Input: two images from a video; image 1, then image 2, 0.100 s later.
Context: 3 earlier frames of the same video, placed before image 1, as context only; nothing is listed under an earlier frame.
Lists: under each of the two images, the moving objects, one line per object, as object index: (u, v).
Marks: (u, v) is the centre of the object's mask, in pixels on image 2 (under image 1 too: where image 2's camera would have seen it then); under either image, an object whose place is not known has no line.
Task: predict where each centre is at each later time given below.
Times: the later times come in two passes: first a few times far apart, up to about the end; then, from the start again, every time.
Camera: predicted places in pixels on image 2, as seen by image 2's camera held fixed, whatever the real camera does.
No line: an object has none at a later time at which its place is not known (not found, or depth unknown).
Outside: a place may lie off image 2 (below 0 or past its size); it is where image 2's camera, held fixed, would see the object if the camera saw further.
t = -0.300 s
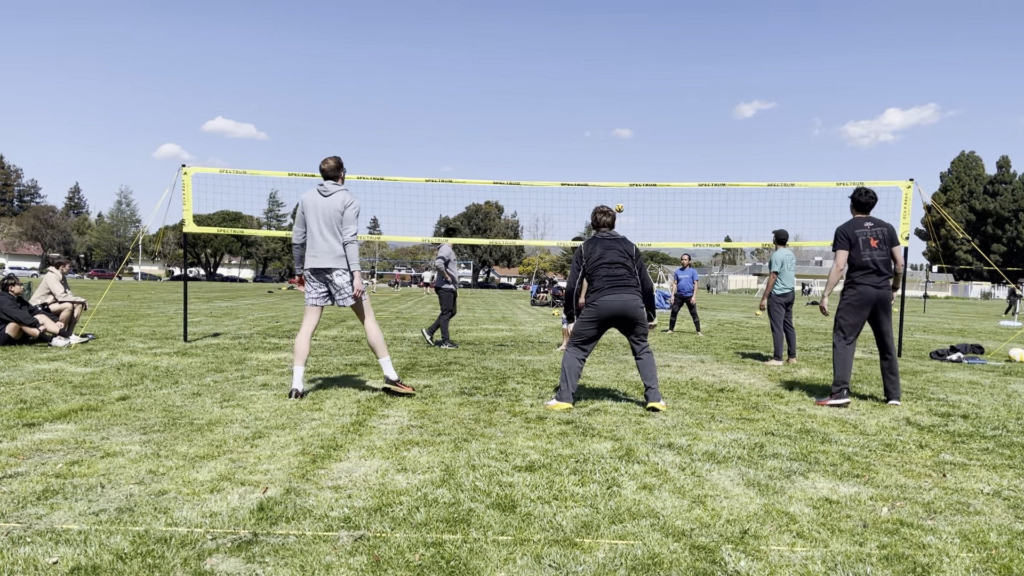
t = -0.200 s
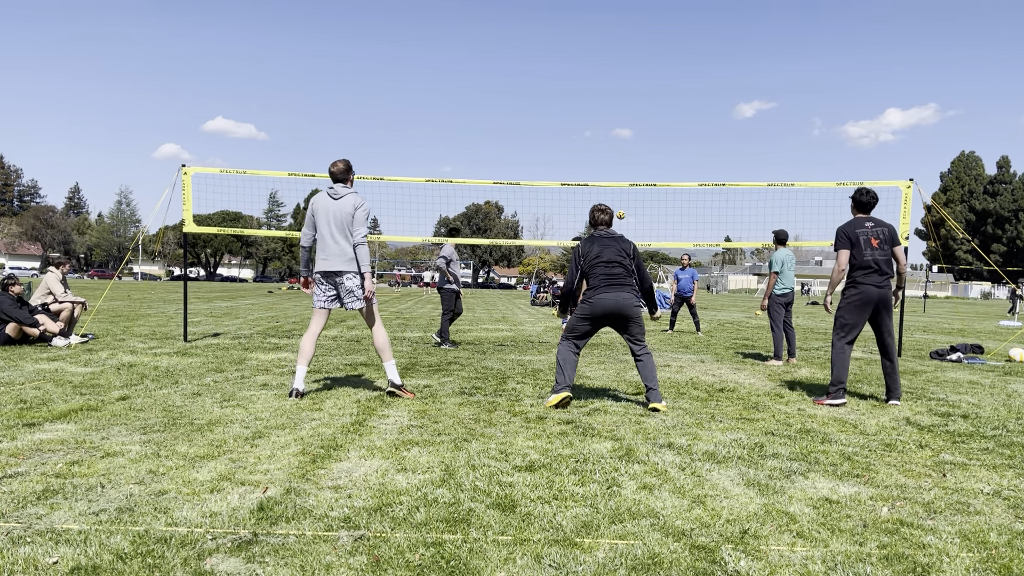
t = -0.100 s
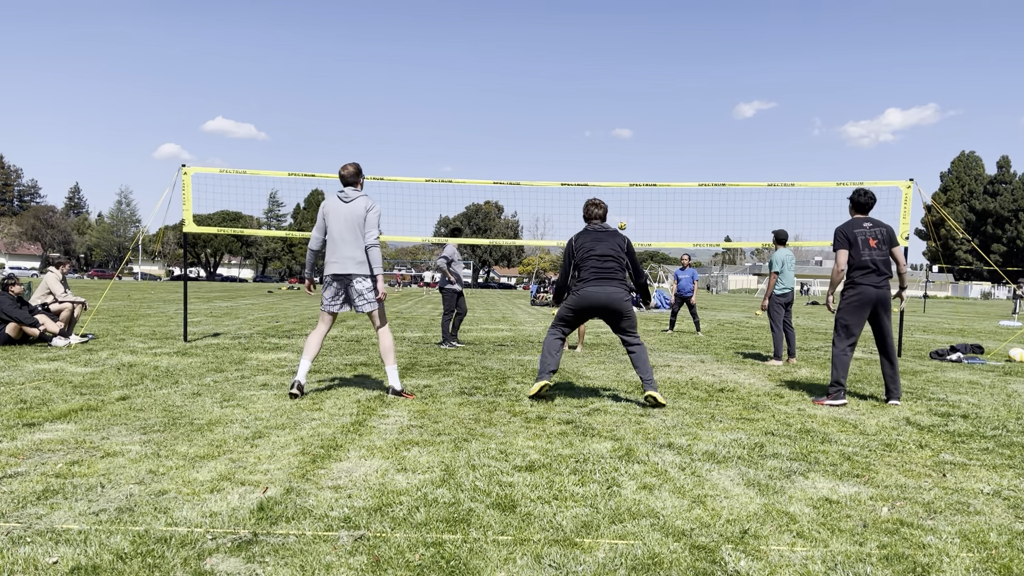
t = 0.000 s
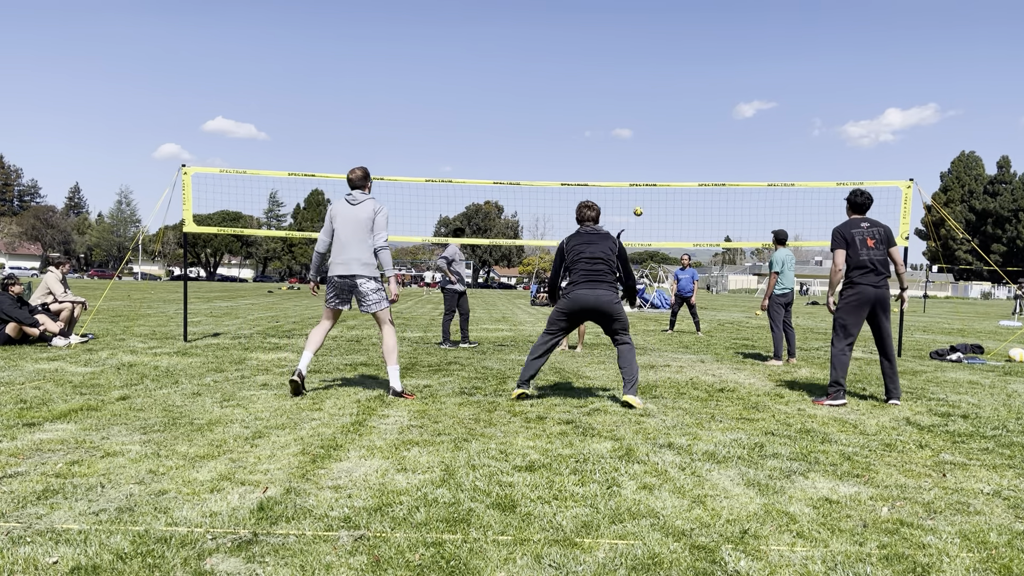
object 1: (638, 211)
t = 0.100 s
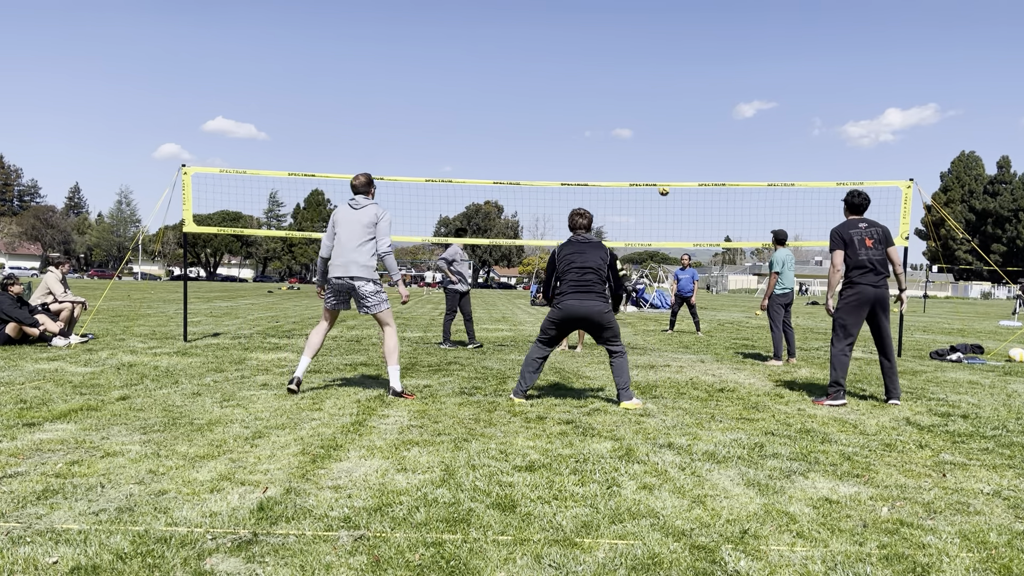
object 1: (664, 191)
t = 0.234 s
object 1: (709, 171)
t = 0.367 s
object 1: (769, 165)
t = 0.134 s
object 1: (673, 182)
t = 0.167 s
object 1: (685, 178)
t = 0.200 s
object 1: (696, 175)
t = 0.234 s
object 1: (709, 171)
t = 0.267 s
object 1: (722, 168)
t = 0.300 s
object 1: (737, 166)
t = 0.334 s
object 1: (752, 165)
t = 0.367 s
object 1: (769, 165)
